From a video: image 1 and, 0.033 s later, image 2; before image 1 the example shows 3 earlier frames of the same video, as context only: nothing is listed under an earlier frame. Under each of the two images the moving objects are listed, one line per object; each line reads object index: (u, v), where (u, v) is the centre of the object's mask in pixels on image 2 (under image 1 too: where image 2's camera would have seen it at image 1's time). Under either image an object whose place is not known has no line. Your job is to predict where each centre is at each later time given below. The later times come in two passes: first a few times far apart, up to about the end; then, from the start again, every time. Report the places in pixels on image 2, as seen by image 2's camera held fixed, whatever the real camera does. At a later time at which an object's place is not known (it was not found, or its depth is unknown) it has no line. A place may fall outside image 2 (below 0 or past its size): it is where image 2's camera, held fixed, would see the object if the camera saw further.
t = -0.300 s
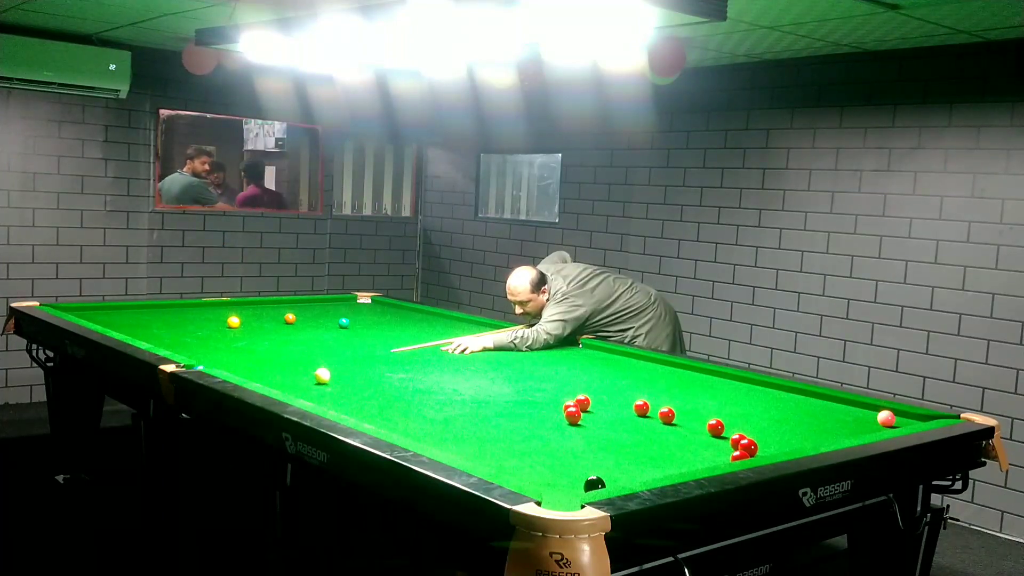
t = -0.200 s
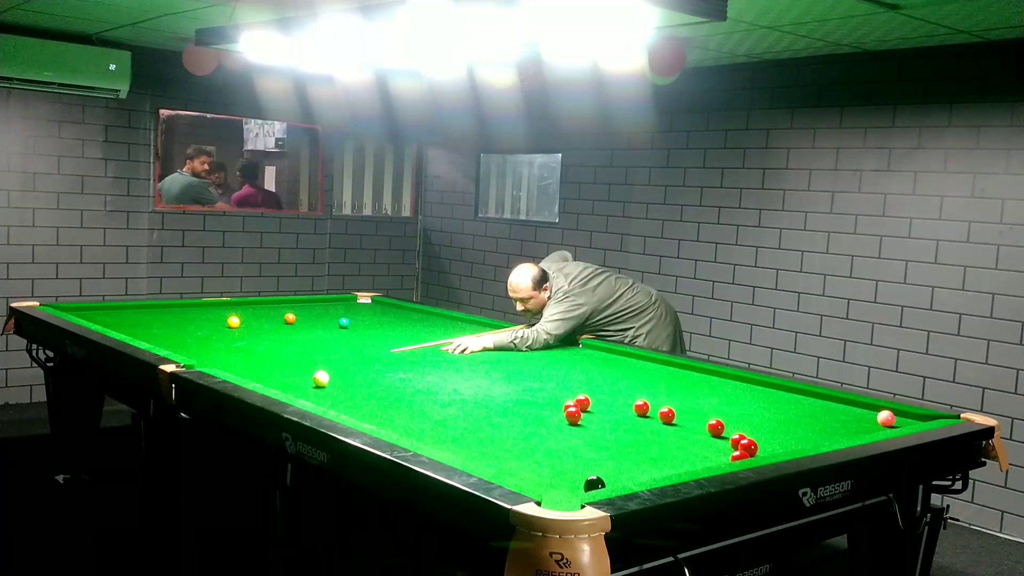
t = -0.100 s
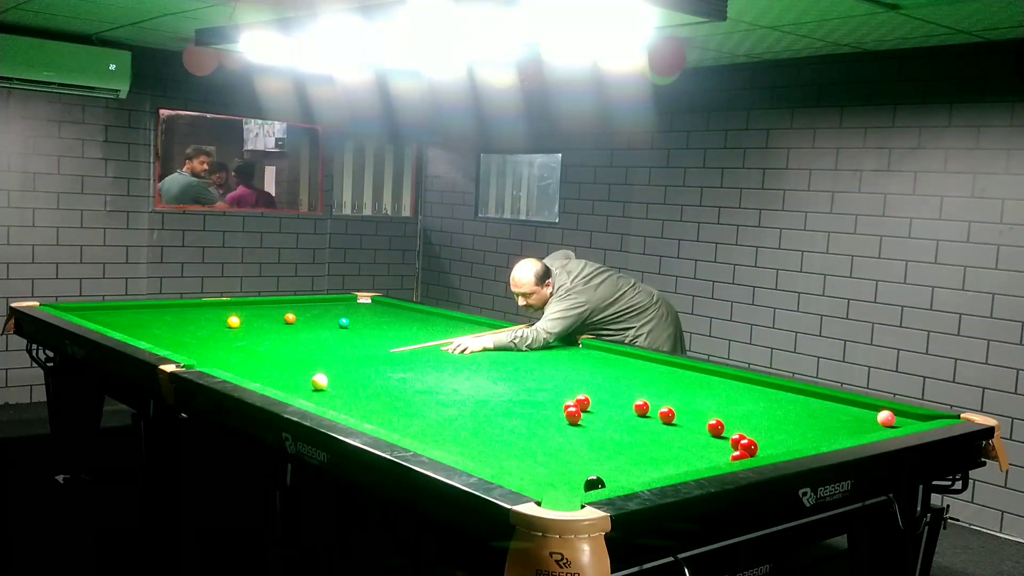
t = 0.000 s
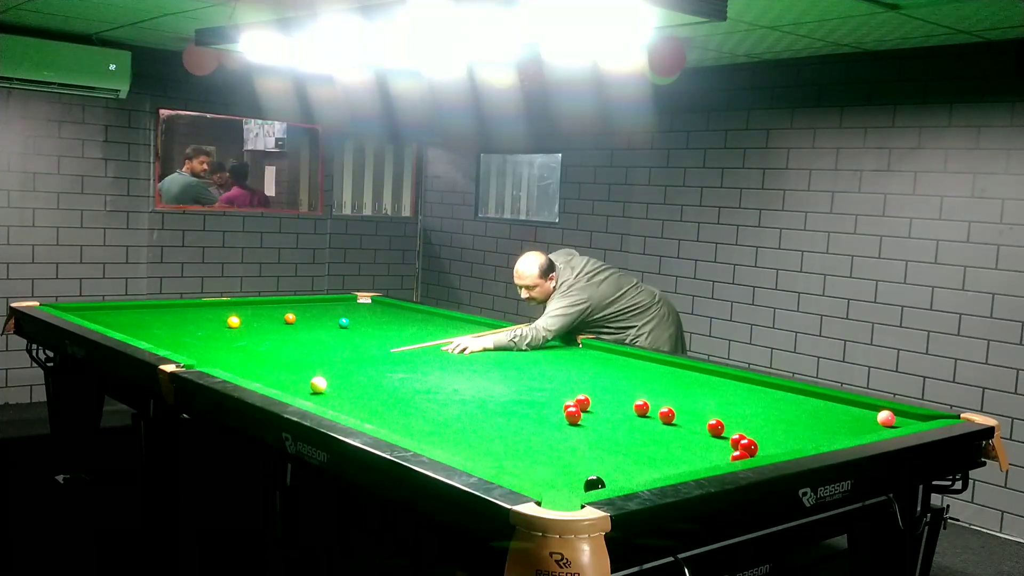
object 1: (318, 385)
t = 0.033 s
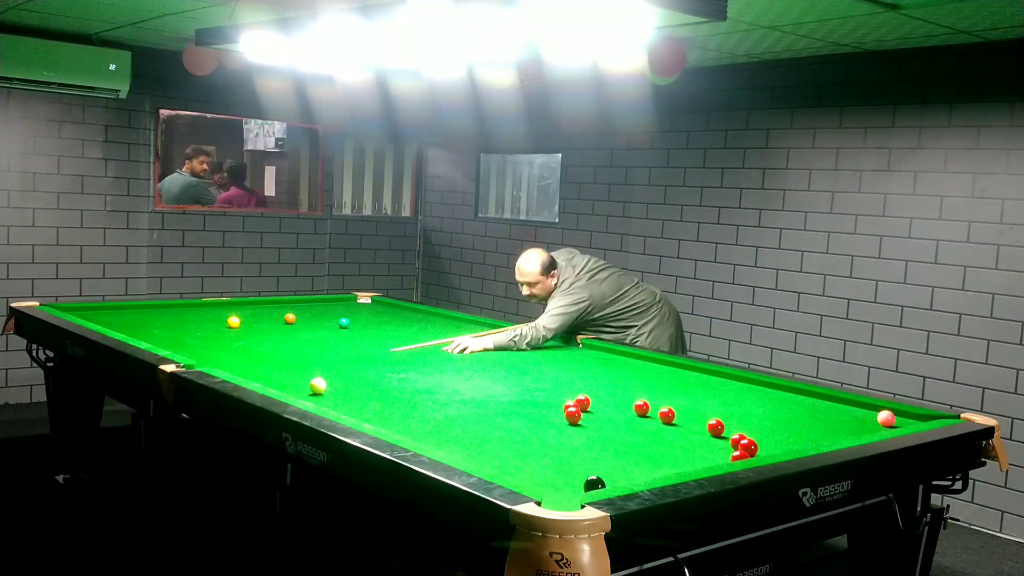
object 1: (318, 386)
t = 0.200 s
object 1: (316, 391)
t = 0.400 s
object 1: (313, 396)
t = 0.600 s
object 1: (313, 400)
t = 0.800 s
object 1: (334, 405)
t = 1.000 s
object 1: (355, 410)
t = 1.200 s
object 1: (375, 413)
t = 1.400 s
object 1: (395, 416)
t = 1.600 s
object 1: (414, 419)
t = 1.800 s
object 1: (432, 422)
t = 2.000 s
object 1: (450, 425)
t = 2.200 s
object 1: (466, 427)
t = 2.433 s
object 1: (483, 430)
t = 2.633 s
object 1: (497, 432)
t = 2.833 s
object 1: (510, 434)
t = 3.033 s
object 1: (521, 436)
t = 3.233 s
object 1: (532, 437)
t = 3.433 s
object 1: (540, 439)
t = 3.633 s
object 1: (548, 440)
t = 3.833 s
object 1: (554, 441)
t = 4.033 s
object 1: (559, 442)
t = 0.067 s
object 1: (317, 387)
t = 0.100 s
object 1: (317, 388)
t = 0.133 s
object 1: (317, 389)
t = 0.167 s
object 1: (316, 390)
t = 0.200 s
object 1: (316, 391)
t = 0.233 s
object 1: (316, 392)
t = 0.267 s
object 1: (315, 393)
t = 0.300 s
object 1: (314, 394)
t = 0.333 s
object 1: (314, 395)
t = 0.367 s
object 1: (314, 396)
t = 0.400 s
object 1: (313, 396)
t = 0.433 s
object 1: (313, 397)
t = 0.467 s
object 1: (313, 397)
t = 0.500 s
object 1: (313, 398)
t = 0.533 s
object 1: (313, 399)
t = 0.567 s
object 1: (312, 399)
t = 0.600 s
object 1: (313, 400)
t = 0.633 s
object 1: (316, 401)
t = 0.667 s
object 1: (320, 402)
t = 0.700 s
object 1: (323, 402)
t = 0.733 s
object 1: (327, 403)
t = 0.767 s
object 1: (330, 404)
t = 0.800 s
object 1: (334, 405)
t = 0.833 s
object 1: (337, 406)
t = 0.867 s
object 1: (341, 407)
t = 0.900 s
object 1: (345, 407)
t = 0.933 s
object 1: (348, 408)
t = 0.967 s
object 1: (351, 409)
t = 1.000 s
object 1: (355, 410)
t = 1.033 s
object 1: (358, 410)
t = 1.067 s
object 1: (362, 411)
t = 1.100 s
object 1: (365, 412)
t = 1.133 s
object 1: (369, 412)
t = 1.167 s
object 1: (372, 413)
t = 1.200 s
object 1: (375, 413)
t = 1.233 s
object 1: (379, 414)
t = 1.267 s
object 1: (382, 414)
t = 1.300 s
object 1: (385, 415)
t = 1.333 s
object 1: (389, 415)
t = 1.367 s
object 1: (392, 416)
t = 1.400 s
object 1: (395, 416)
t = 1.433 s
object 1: (398, 417)
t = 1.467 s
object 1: (402, 417)
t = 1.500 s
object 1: (405, 418)
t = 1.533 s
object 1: (408, 418)
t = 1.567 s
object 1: (411, 419)
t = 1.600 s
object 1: (414, 419)
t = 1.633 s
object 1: (417, 420)
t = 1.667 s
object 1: (420, 420)
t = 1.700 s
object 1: (423, 421)
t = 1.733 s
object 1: (426, 421)
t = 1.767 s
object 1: (430, 422)
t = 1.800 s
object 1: (432, 422)
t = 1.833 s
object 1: (435, 423)
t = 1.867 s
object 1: (438, 423)
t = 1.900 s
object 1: (441, 424)
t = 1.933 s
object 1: (444, 424)
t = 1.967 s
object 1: (447, 424)
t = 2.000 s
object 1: (450, 425)
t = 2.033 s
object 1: (452, 425)
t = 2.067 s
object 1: (455, 426)
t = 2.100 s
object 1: (458, 426)
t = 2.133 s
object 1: (461, 426)
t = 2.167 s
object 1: (463, 427)
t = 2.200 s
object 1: (466, 427)
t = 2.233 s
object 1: (468, 428)
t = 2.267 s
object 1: (471, 428)
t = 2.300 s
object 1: (473, 428)
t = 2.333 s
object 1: (476, 429)
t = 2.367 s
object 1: (479, 429)
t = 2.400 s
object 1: (481, 430)
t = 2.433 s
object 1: (483, 430)
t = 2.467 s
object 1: (486, 430)
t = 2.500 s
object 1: (488, 431)
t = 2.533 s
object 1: (491, 431)
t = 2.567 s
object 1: (493, 431)
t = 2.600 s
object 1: (495, 432)
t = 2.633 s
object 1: (497, 432)
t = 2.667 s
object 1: (499, 433)
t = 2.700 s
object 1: (502, 433)
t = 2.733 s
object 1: (504, 433)
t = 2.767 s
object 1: (506, 433)
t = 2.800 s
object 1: (508, 434)
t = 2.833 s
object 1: (510, 434)
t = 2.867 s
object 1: (512, 434)
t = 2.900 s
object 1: (514, 435)
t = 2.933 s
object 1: (516, 435)
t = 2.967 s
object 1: (517, 435)
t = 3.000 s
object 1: (519, 436)
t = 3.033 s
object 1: (521, 436)
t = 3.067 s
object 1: (523, 436)
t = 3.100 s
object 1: (525, 437)
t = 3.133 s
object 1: (527, 437)
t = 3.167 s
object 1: (528, 437)
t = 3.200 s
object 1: (530, 437)
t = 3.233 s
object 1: (532, 437)
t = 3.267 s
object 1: (533, 438)
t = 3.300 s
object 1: (535, 438)
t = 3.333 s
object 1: (536, 438)
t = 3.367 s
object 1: (538, 438)
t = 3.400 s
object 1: (539, 439)
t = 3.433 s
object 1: (540, 439)
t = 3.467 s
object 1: (542, 439)
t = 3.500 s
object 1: (543, 439)
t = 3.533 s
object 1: (544, 439)
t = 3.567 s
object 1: (545, 440)
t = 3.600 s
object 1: (547, 440)
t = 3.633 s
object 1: (548, 440)
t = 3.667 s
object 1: (549, 440)
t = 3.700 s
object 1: (550, 441)
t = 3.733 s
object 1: (551, 441)
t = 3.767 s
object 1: (552, 441)
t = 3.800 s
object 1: (553, 441)
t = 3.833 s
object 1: (554, 441)
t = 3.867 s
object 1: (555, 442)
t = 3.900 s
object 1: (556, 442)
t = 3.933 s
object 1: (557, 442)
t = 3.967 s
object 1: (557, 442)
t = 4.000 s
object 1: (558, 442)
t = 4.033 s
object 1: (559, 442)
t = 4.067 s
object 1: (560, 443)
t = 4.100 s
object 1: (561, 443)
